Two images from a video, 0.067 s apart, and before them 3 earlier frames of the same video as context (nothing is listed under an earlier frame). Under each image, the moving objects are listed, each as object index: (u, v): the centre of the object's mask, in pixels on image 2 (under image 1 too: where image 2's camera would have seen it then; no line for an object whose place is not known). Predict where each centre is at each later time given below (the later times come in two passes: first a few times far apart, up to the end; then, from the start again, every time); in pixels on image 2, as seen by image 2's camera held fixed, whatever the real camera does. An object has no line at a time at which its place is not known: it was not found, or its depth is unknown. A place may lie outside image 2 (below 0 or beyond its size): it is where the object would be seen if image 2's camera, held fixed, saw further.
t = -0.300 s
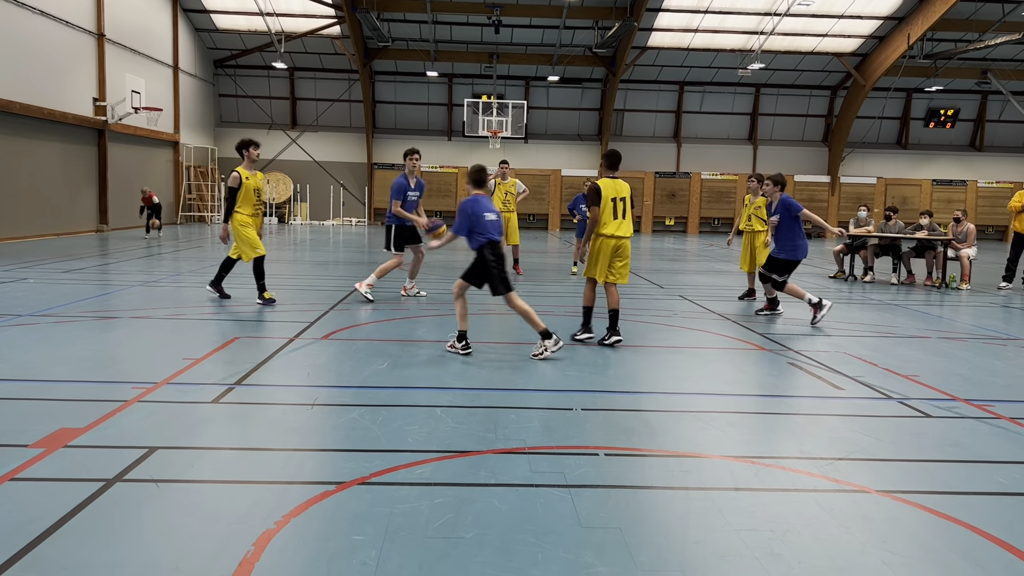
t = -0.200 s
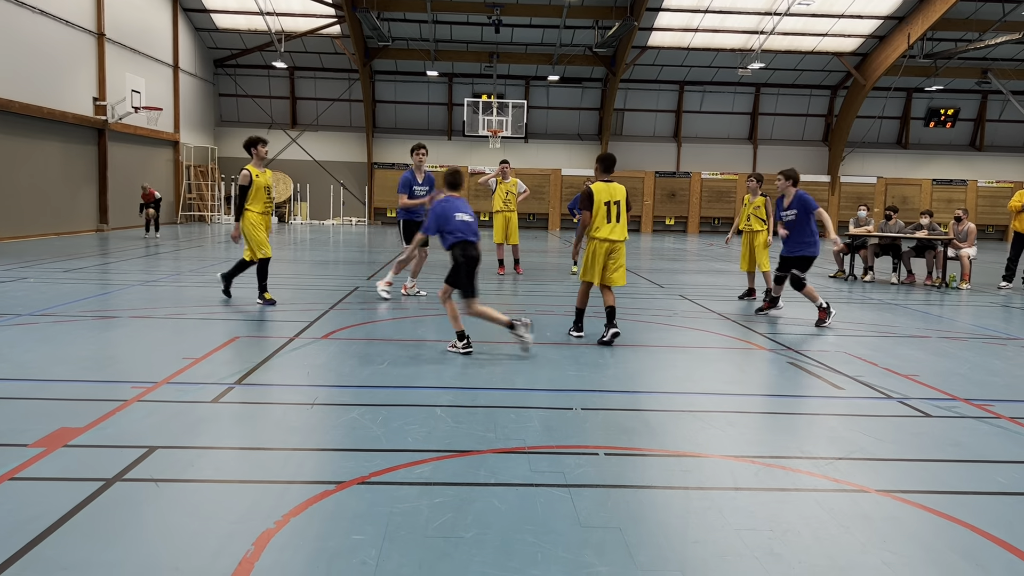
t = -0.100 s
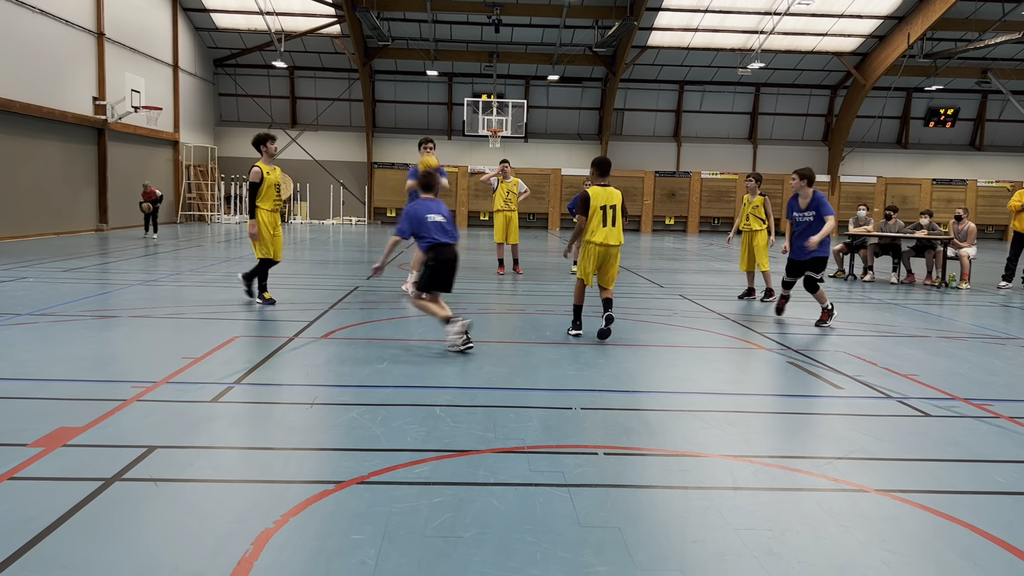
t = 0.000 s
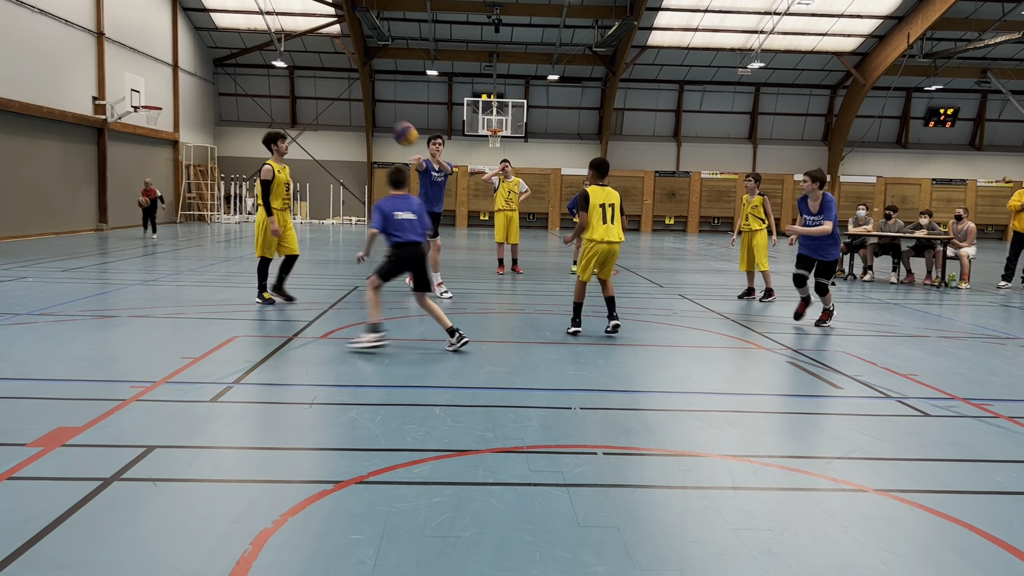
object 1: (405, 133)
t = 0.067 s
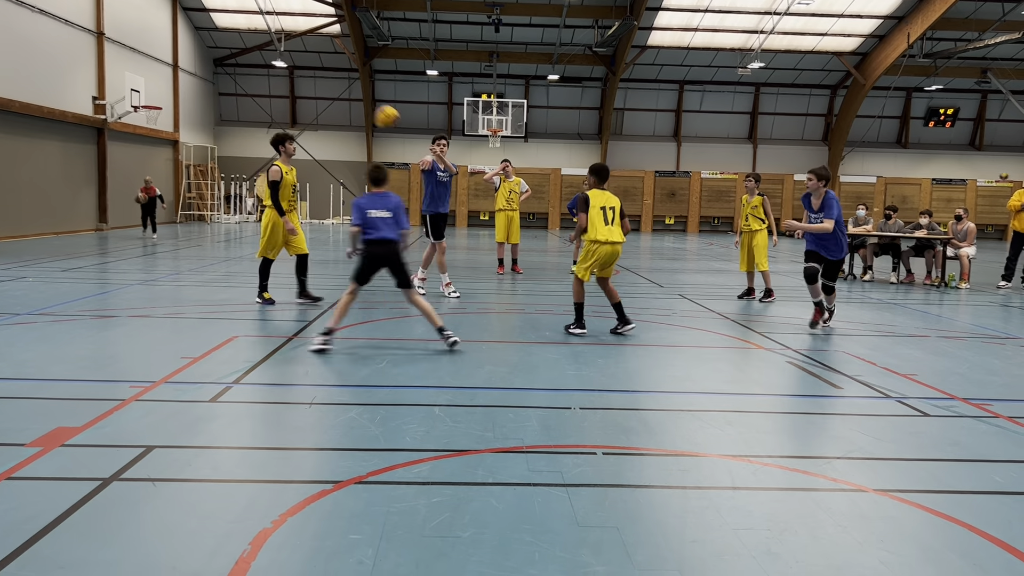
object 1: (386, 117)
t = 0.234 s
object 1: (330, 91)
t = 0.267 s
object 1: (316, 89)
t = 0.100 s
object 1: (375, 108)
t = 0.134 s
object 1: (364, 103)
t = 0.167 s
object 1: (354, 98)
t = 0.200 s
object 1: (343, 94)
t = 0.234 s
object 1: (330, 91)
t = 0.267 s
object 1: (316, 89)
